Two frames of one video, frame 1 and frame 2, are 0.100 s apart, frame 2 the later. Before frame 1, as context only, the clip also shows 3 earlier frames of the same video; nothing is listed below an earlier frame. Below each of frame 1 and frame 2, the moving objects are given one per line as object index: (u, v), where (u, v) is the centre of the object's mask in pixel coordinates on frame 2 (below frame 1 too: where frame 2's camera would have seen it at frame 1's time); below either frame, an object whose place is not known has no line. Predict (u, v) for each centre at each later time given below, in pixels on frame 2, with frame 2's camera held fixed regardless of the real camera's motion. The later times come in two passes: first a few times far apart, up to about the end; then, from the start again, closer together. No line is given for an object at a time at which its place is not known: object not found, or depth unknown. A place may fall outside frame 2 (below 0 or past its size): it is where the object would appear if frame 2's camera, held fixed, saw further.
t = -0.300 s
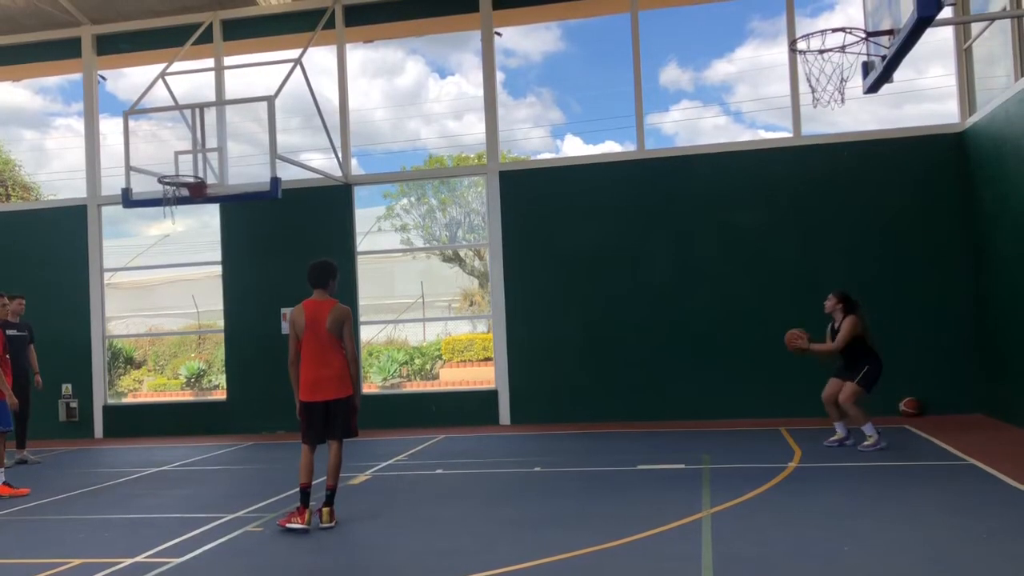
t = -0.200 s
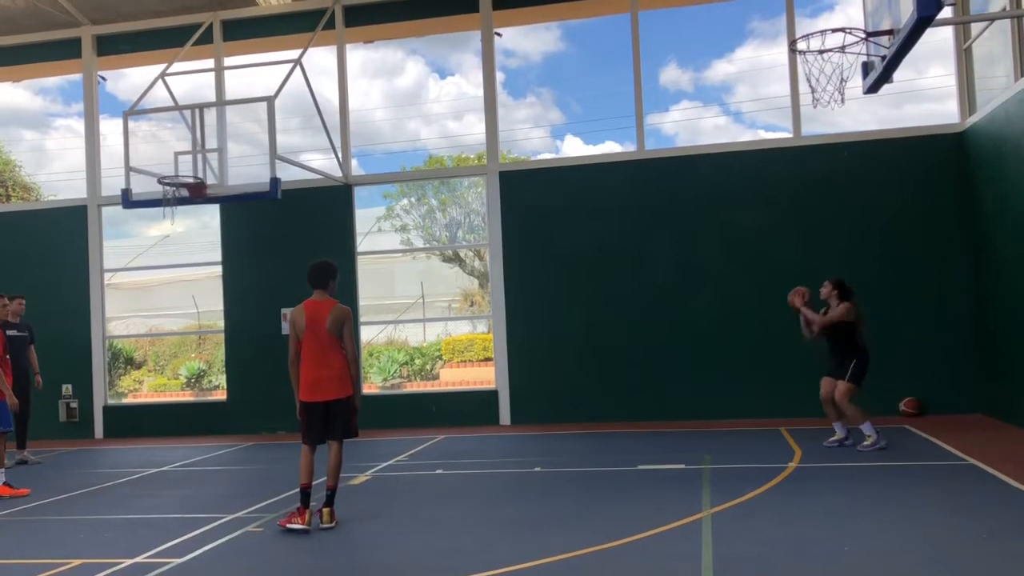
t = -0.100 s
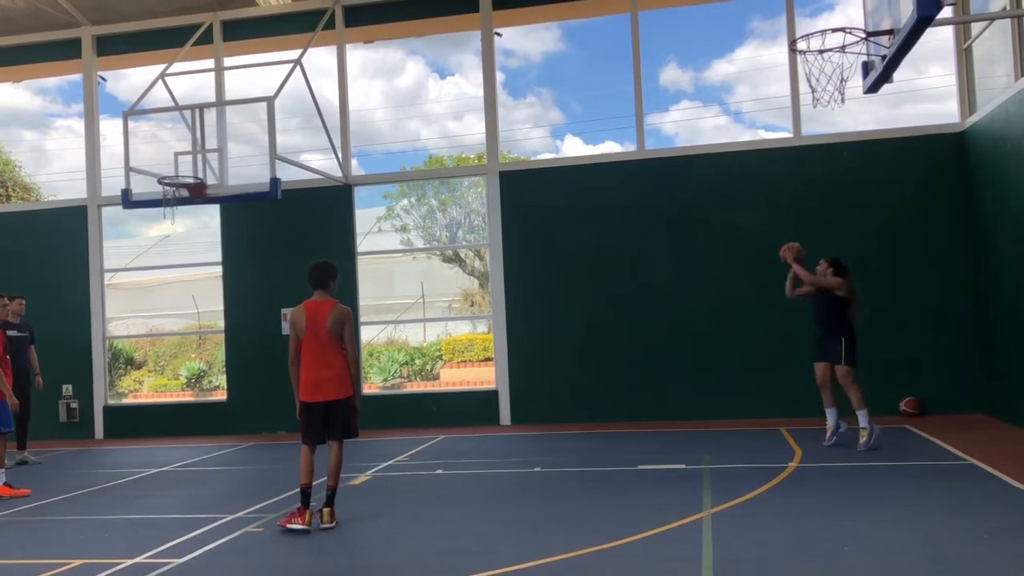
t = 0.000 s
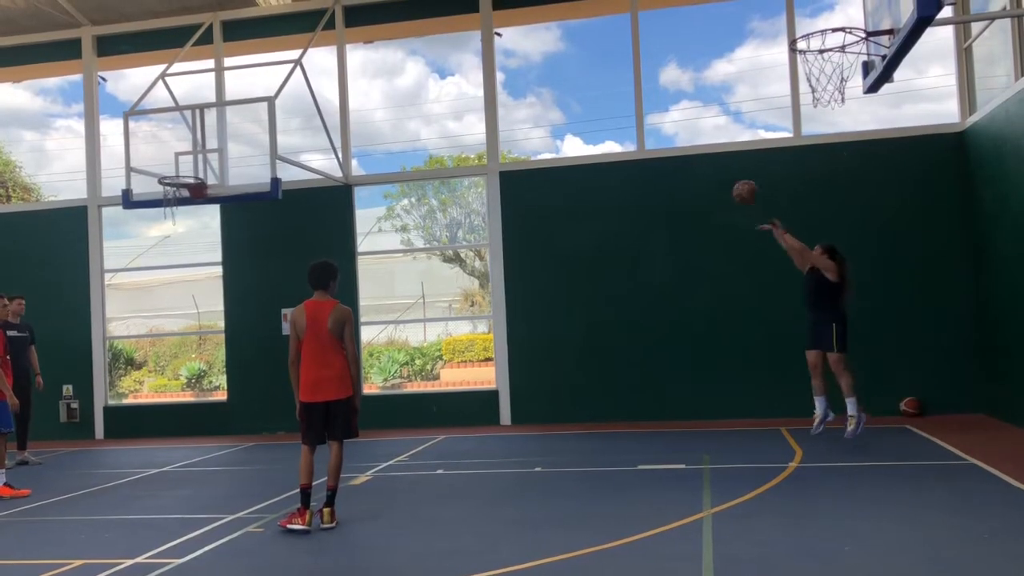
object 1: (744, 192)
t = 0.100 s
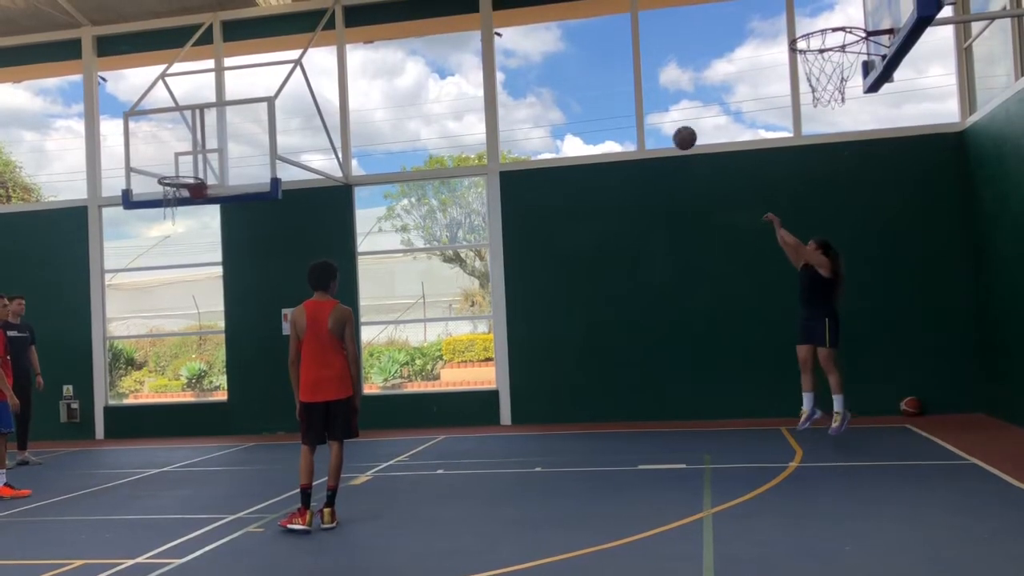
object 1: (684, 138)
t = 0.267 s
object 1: (590, 71)
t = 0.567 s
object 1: (435, 25)
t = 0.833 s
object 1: (312, 54)
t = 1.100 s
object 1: (198, 145)
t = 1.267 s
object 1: (196, 216)
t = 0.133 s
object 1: (665, 122)
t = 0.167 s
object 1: (646, 108)
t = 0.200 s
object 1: (626, 94)
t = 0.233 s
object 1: (608, 82)
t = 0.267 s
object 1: (590, 71)
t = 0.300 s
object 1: (571, 62)
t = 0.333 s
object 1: (554, 53)
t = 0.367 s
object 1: (536, 46)
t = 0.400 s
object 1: (519, 40)
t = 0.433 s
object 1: (501, 34)
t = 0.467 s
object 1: (485, 31)
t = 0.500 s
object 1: (468, 27)
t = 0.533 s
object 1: (452, 26)
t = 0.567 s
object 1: (435, 25)
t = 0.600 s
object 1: (419, 26)
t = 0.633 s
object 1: (403, 26)
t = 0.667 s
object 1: (387, 28)
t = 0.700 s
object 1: (372, 32)
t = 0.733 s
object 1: (357, 36)
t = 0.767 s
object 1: (342, 40)
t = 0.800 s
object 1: (327, 47)
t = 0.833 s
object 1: (312, 54)
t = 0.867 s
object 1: (298, 62)
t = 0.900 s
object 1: (283, 72)
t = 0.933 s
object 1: (269, 81)
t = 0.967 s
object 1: (254, 92)
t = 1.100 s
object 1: (198, 145)
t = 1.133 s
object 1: (185, 160)
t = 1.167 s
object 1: (171, 176)
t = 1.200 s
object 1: (174, 191)
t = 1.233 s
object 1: (186, 203)
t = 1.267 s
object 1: (196, 216)
